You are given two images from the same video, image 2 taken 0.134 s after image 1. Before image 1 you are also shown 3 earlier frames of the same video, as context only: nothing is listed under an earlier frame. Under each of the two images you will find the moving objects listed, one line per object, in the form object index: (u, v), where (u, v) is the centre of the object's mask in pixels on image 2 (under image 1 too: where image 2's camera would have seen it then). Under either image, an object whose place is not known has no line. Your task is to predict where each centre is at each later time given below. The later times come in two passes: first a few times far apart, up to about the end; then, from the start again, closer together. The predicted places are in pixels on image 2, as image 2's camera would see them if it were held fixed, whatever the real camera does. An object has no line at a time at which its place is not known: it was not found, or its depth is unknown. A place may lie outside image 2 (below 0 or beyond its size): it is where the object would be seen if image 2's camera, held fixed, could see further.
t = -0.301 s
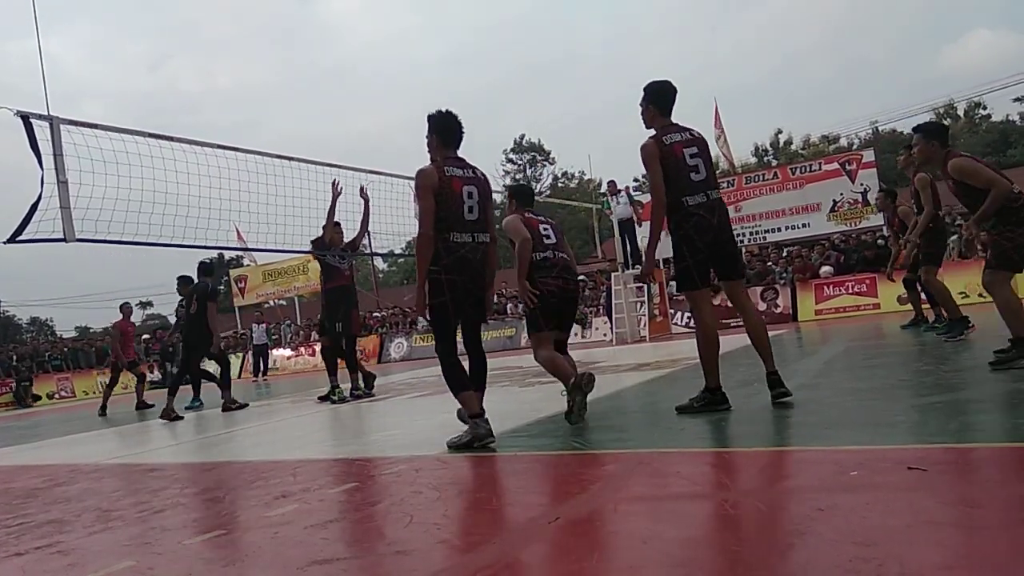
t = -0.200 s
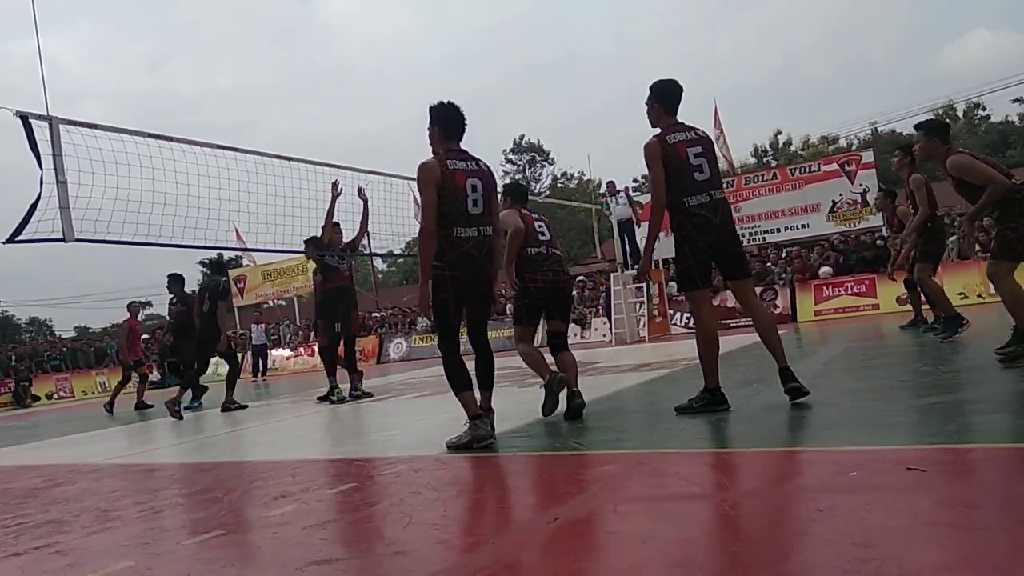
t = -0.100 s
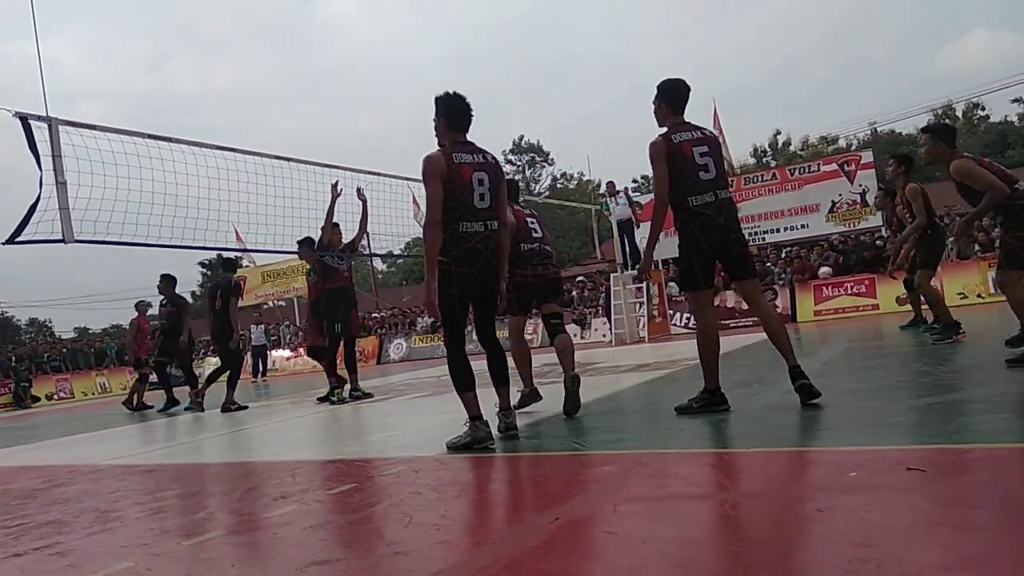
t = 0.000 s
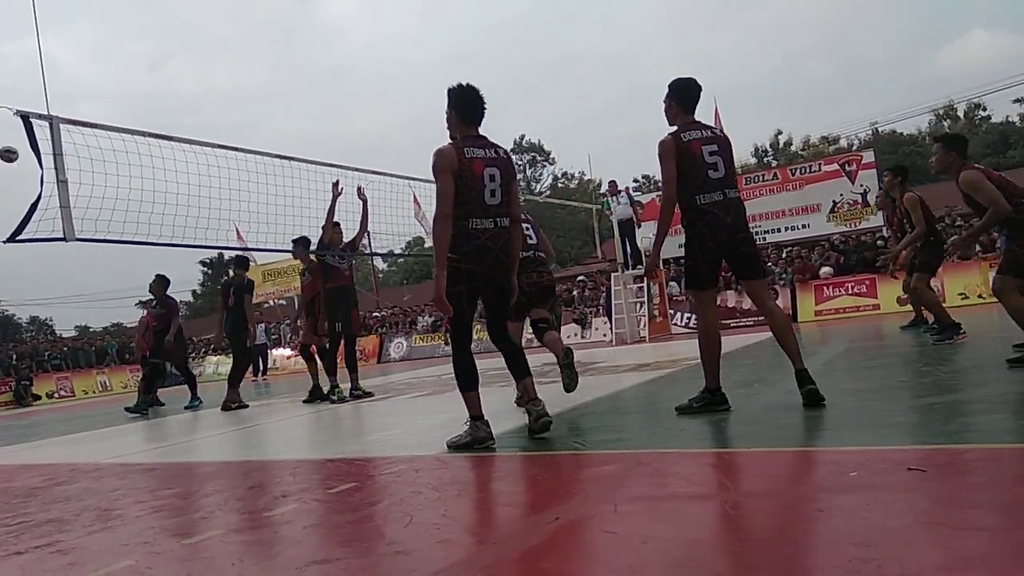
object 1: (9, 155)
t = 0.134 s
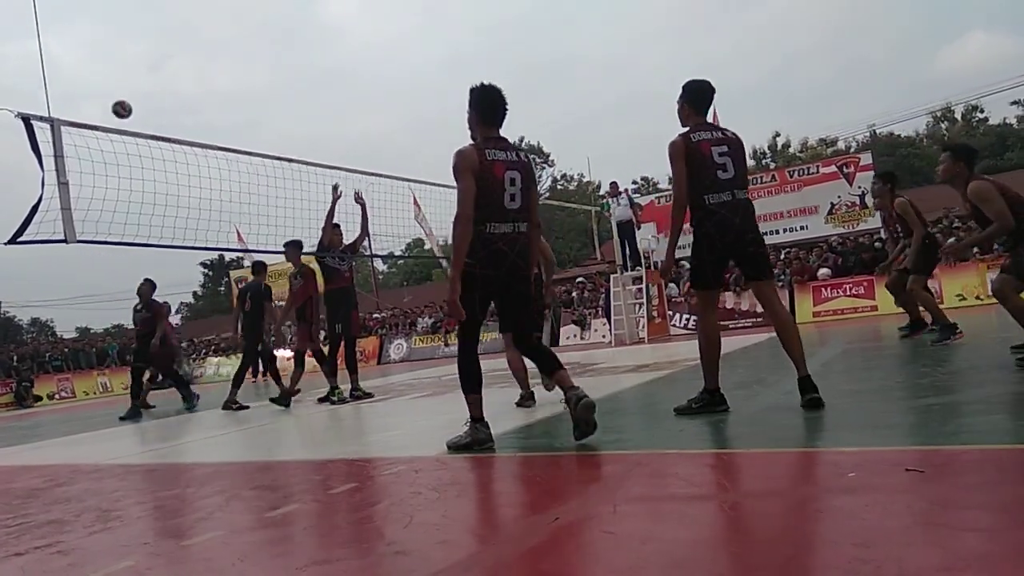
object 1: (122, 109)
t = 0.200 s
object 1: (186, 90)
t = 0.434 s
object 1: (454, 50)
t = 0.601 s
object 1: (700, 50)
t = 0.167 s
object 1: (154, 100)
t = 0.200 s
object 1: (186, 90)
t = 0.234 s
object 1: (219, 82)
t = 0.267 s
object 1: (254, 74)
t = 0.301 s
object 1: (290, 66)
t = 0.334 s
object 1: (330, 61)
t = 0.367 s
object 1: (370, 57)
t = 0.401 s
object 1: (411, 53)
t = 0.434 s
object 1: (454, 50)
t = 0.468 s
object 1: (499, 48)
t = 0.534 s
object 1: (595, 46)
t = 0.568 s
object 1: (645, 48)
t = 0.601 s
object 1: (700, 50)
